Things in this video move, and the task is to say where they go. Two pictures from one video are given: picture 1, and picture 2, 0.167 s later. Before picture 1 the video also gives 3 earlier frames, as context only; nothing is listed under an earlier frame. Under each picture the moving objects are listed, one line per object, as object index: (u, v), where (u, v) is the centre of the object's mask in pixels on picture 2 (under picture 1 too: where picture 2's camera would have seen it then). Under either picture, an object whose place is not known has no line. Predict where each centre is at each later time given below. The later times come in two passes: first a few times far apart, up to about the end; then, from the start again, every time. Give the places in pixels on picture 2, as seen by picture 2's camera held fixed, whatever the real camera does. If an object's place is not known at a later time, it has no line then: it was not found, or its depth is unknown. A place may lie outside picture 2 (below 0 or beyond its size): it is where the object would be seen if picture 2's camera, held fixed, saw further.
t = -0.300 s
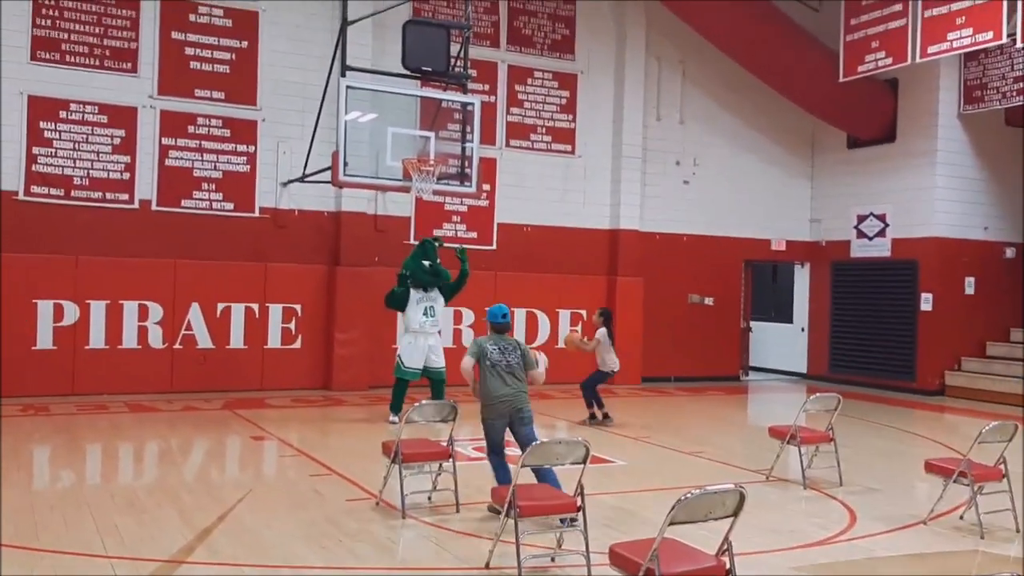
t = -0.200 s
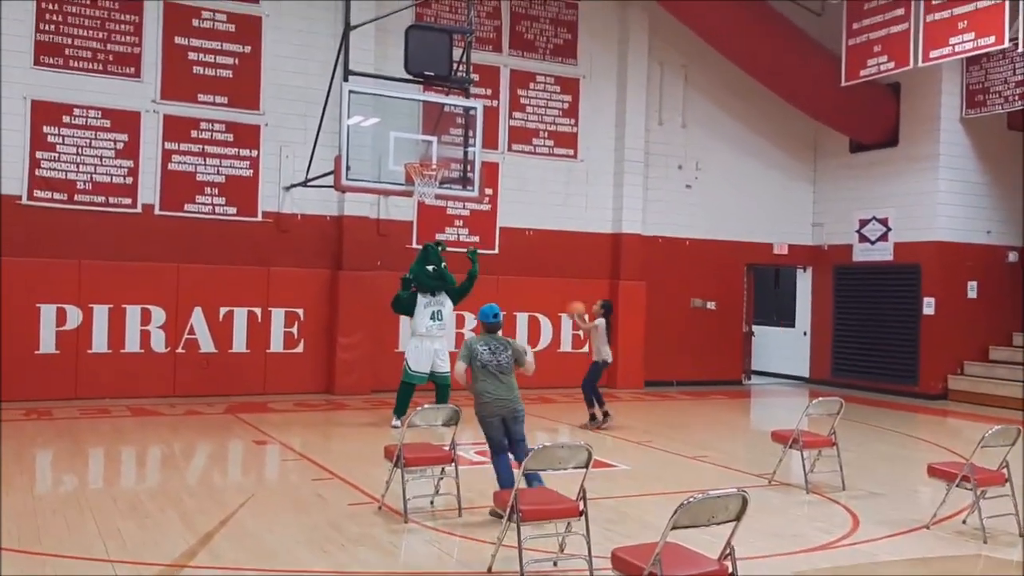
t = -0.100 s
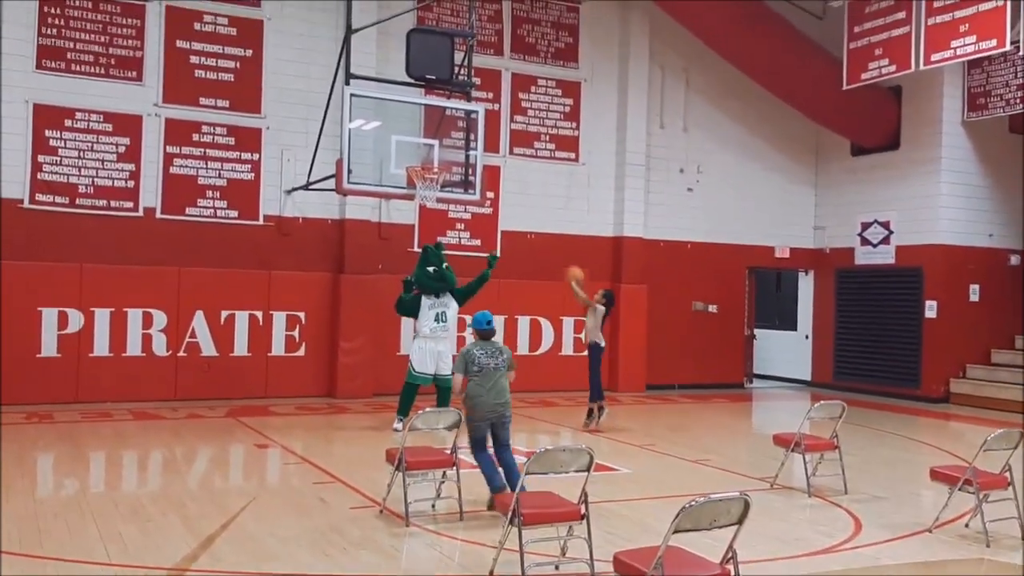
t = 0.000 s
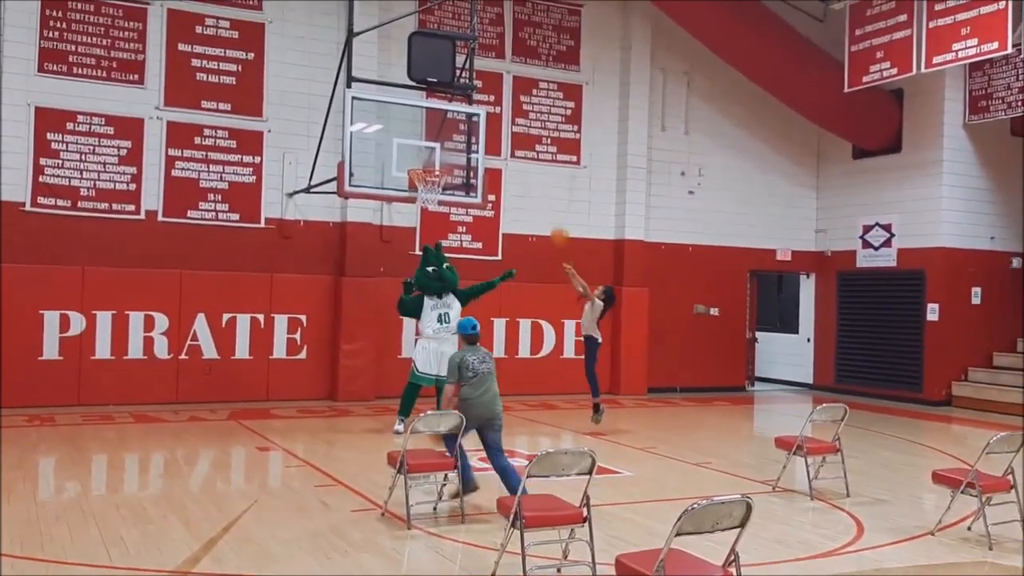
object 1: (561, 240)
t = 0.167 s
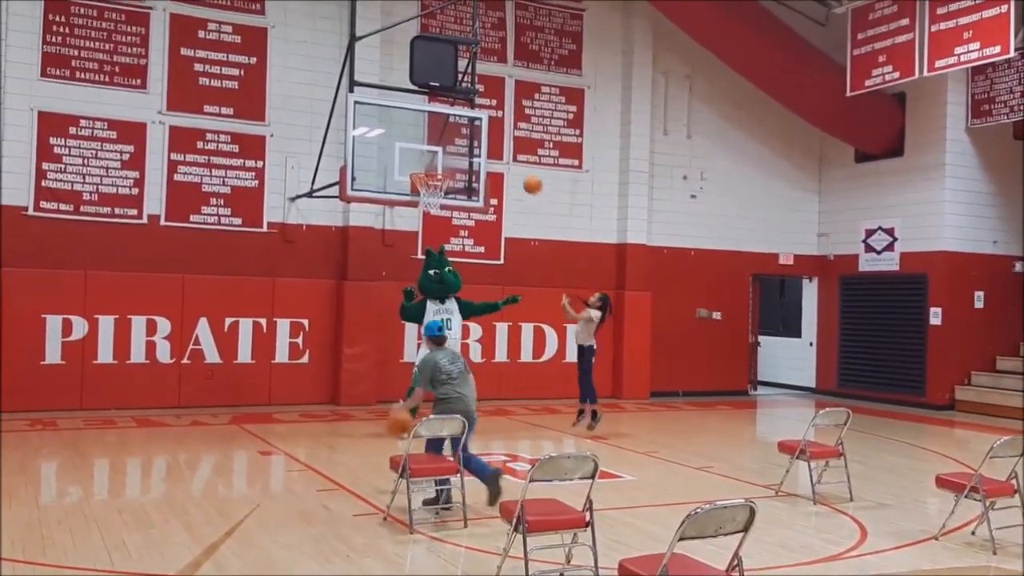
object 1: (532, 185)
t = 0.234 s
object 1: (520, 169)
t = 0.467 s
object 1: (479, 141)
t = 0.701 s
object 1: (436, 157)
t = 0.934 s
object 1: (426, 149)
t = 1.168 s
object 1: (429, 156)
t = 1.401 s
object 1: (430, 212)
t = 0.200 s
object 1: (526, 176)
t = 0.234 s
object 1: (520, 169)
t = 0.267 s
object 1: (514, 162)
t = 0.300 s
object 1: (508, 157)
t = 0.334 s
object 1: (502, 151)
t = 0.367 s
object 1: (497, 148)
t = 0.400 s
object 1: (491, 144)
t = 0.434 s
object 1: (485, 142)
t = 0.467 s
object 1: (479, 141)
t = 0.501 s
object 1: (473, 141)
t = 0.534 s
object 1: (466, 141)
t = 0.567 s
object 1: (460, 143)
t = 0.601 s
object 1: (454, 145)
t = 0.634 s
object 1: (449, 148)
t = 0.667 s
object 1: (442, 152)
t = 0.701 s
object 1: (436, 157)
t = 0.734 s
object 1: (429, 162)
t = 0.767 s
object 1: (424, 167)
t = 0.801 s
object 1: (424, 164)
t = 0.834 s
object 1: (425, 159)
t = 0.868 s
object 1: (426, 154)
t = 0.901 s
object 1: (426, 151)
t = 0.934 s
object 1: (426, 149)
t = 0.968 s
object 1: (427, 147)
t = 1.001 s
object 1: (427, 146)
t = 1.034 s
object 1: (428, 146)
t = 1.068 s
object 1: (428, 147)
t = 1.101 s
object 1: (428, 149)
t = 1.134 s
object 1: (429, 152)
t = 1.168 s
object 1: (429, 156)
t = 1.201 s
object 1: (429, 161)
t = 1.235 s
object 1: (430, 167)
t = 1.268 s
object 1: (429, 173)
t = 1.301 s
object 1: (430, 181)
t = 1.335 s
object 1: (431, 190)
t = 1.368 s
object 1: (430, 201)
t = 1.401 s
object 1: (430, 212)
